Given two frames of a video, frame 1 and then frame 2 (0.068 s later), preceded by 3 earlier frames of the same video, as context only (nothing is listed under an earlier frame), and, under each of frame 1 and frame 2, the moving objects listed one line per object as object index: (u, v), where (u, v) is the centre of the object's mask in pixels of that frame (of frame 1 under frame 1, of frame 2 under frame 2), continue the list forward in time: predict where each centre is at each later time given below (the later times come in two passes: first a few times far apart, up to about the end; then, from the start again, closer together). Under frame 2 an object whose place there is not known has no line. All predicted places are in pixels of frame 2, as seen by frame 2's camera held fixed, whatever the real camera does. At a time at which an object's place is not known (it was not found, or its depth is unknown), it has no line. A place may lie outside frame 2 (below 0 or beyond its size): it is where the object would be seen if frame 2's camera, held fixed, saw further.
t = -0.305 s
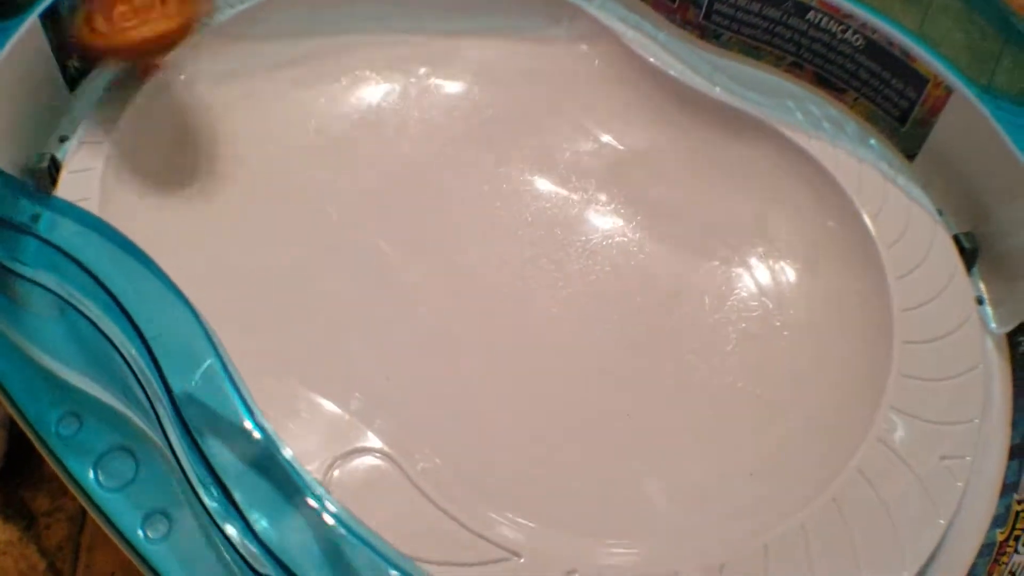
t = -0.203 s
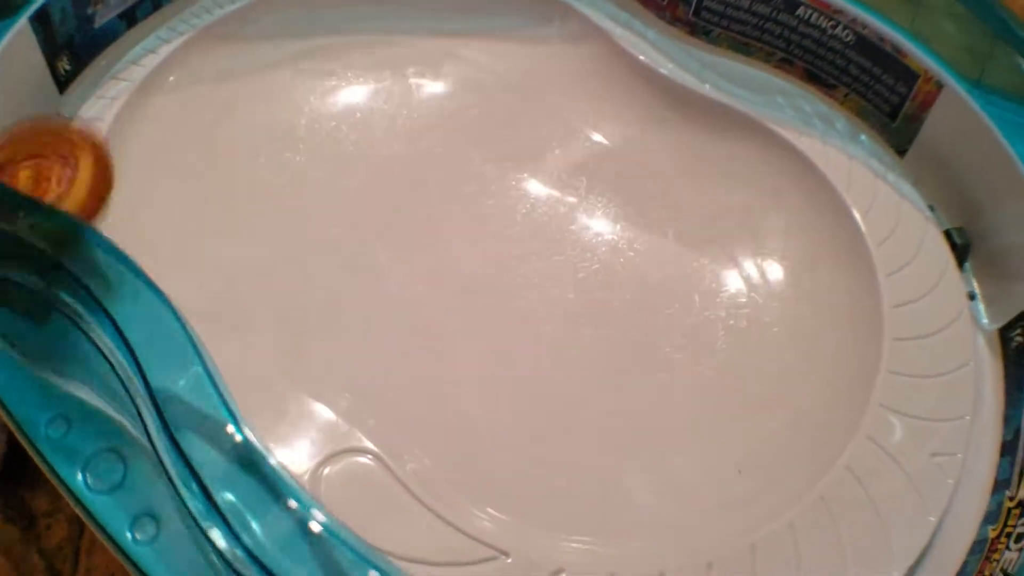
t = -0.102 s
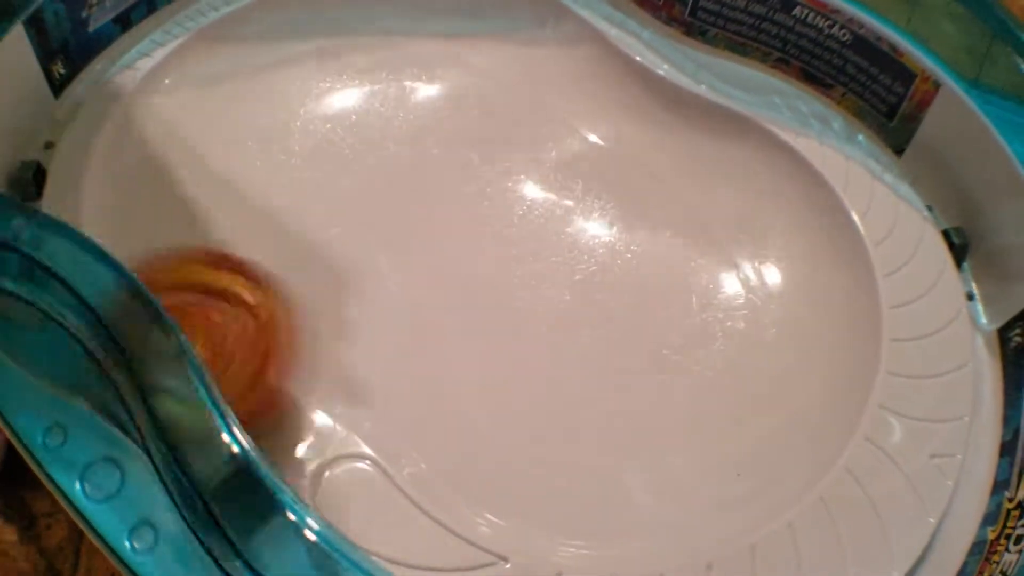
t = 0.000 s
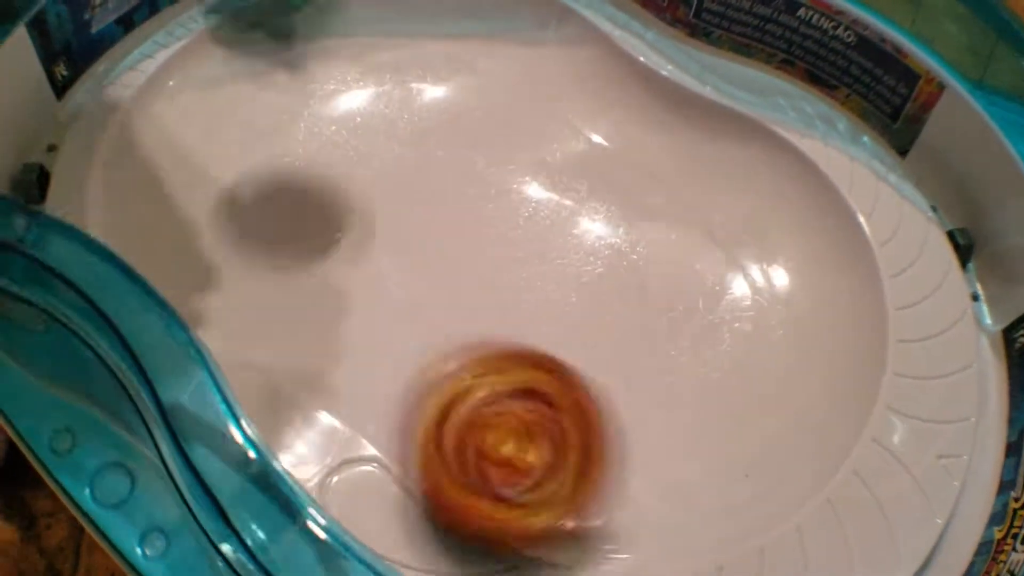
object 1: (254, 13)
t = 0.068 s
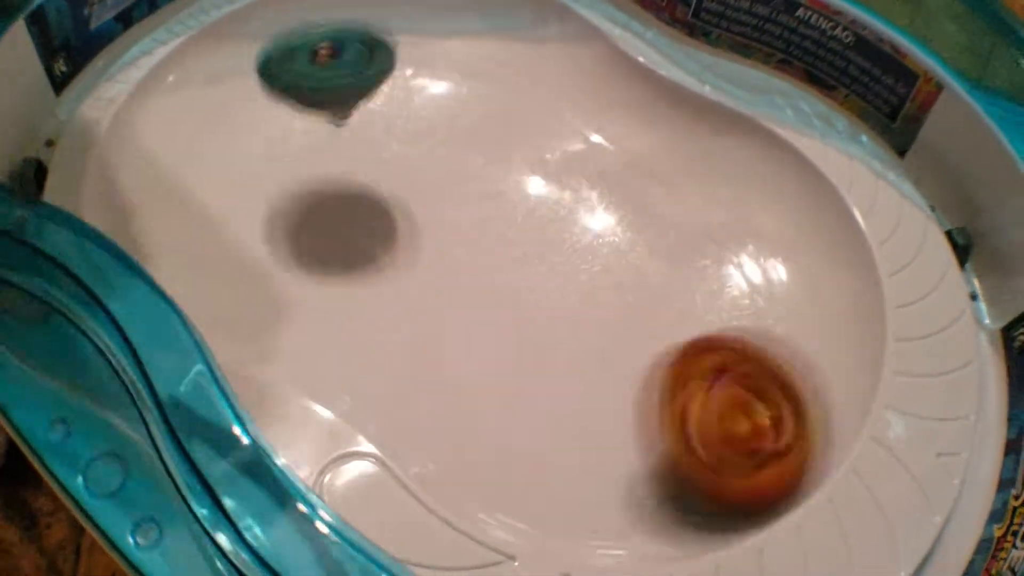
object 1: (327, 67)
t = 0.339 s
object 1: (543, 264)
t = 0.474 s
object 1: (700, 392)
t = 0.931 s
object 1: (251, 111)
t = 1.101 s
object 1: (159, 200)
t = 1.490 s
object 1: (780, 157)
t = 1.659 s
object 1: (558, 36)
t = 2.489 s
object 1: (880, 113)
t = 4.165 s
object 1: (677, 175)
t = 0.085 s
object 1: (334, 55)
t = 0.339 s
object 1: (543, 264)
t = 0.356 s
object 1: (568, 281)
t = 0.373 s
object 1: (591, 305)
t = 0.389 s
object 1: (610, 334)
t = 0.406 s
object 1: (628, 368)
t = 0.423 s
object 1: (649, 376)
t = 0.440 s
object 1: (668, 376)
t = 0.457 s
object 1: (683, 382)
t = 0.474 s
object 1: (700, 392)
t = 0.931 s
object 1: (251, 111)
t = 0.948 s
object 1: (219, 113)
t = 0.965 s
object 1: (192, 115)
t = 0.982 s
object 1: (167, 119)
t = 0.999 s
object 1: (146, 126)
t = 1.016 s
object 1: (131, 133)
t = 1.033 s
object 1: (127, 143)
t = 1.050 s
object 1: (126, 155)
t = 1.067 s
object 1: (128, 172)
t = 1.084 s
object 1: (141, 186)
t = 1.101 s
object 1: (159, 200)
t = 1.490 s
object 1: (780, 157)
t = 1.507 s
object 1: (763, 145)
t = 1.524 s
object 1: (745, 136)
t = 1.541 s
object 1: (719, 123)
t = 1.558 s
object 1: (693, 118)
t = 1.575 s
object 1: (660, 111)
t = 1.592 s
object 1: (620, 103)
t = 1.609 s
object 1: (585, 101)
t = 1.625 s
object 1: (571, 78)
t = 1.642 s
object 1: (566, 55)
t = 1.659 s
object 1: (558, 36)
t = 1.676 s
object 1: (544, 25)
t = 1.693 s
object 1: (527, 13)
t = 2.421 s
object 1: (878, 153)
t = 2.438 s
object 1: (874, 141)
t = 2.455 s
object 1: (874, 132)
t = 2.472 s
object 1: (878, 121)
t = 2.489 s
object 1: (880, 113)
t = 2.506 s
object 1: (888, 106)
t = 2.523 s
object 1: (893, 104)
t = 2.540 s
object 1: (892, 103)
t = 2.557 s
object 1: (889, 102)
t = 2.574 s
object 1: (885, 98)
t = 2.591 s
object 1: (885, 95)
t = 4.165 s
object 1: (677, 175)
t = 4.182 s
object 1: (682, 159)
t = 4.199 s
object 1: (681, 146)
